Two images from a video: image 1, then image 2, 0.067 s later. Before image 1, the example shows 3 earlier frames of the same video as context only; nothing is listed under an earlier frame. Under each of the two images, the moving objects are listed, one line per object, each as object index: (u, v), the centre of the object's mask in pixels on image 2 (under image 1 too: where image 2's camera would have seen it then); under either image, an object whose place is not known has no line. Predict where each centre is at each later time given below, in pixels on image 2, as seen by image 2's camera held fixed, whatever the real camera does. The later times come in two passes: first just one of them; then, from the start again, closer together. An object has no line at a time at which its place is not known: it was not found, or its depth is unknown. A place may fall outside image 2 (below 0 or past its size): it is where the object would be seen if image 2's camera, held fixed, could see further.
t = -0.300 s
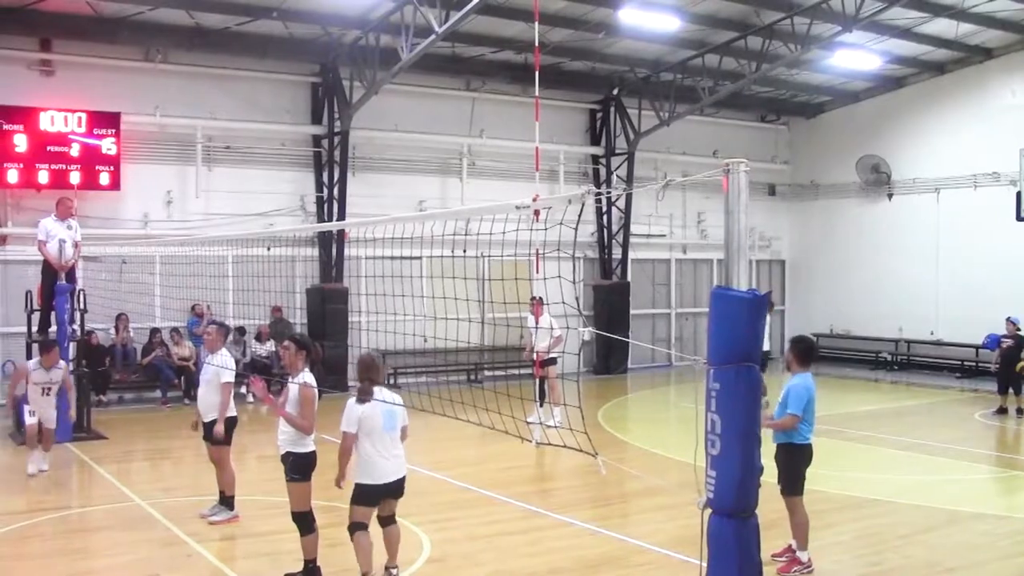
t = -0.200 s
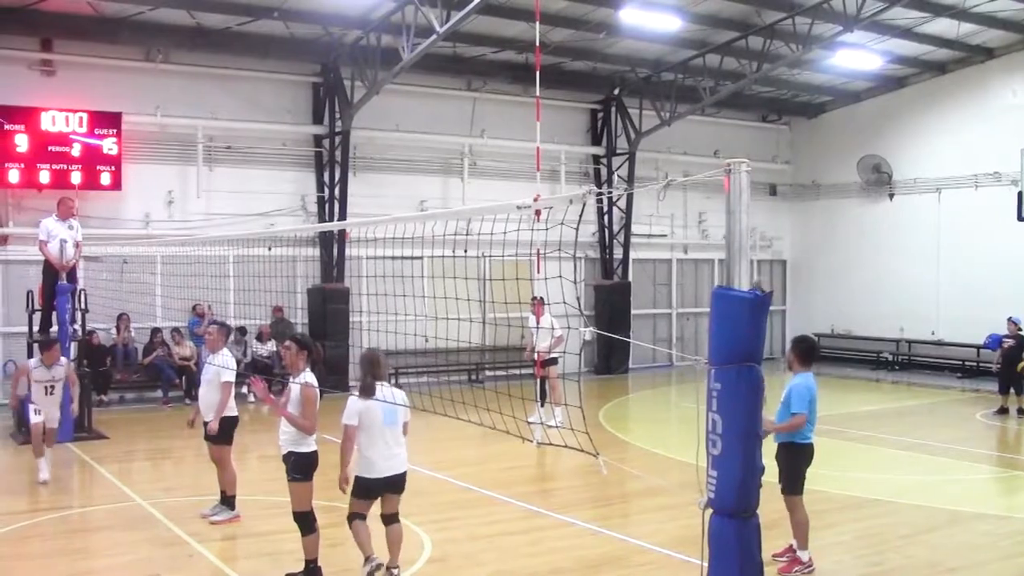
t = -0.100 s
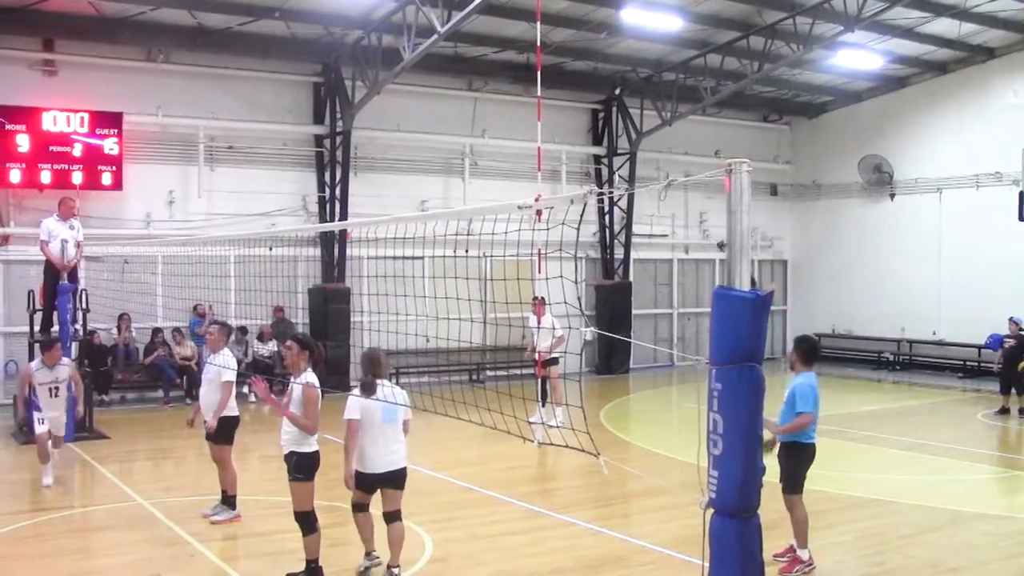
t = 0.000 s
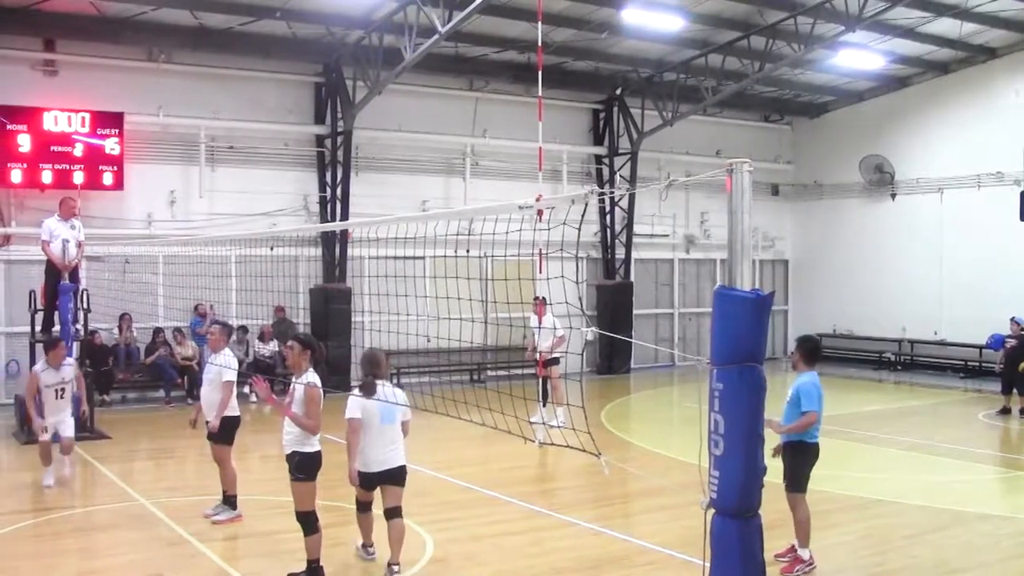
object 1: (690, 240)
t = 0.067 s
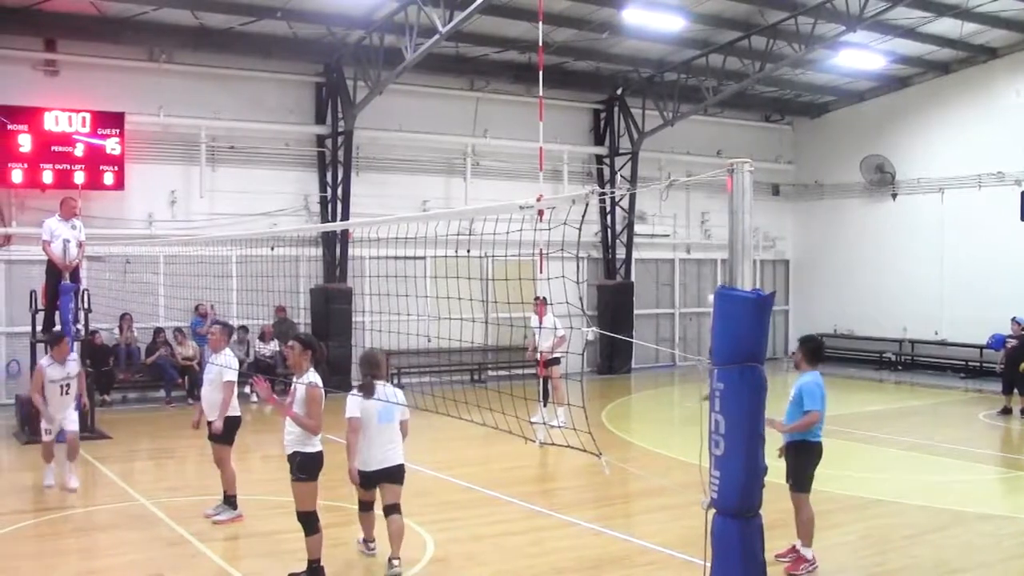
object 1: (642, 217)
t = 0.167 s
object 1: (555, 184)
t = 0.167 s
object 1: (555, 184)
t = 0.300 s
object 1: (419, 146)
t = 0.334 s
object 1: (381, 137)
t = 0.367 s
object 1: (344, 132)
